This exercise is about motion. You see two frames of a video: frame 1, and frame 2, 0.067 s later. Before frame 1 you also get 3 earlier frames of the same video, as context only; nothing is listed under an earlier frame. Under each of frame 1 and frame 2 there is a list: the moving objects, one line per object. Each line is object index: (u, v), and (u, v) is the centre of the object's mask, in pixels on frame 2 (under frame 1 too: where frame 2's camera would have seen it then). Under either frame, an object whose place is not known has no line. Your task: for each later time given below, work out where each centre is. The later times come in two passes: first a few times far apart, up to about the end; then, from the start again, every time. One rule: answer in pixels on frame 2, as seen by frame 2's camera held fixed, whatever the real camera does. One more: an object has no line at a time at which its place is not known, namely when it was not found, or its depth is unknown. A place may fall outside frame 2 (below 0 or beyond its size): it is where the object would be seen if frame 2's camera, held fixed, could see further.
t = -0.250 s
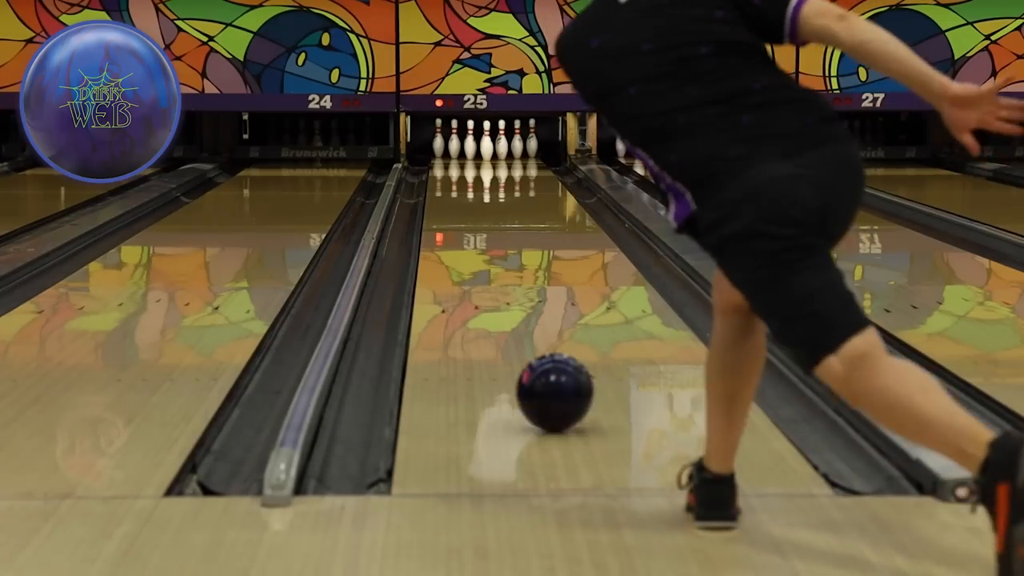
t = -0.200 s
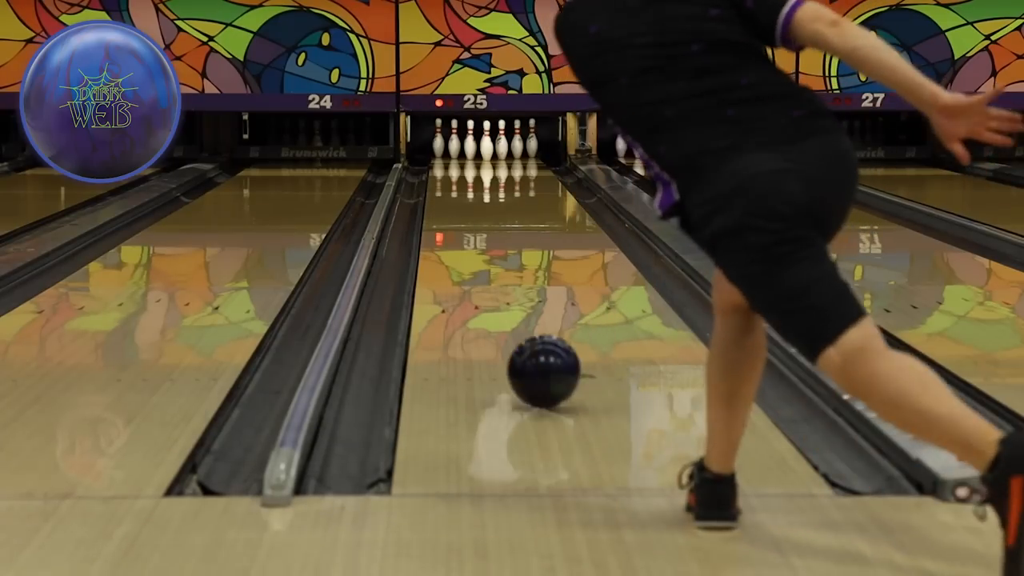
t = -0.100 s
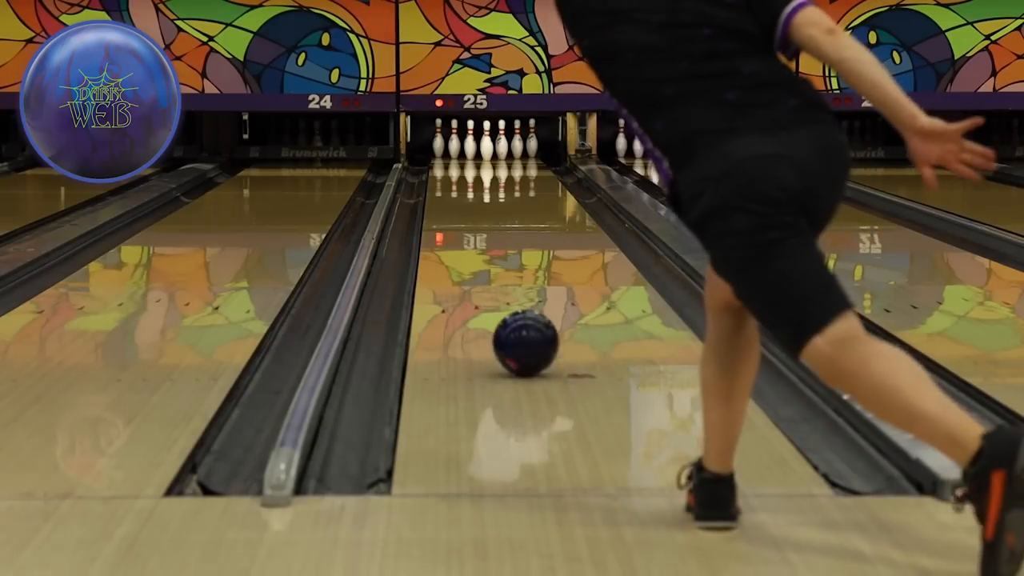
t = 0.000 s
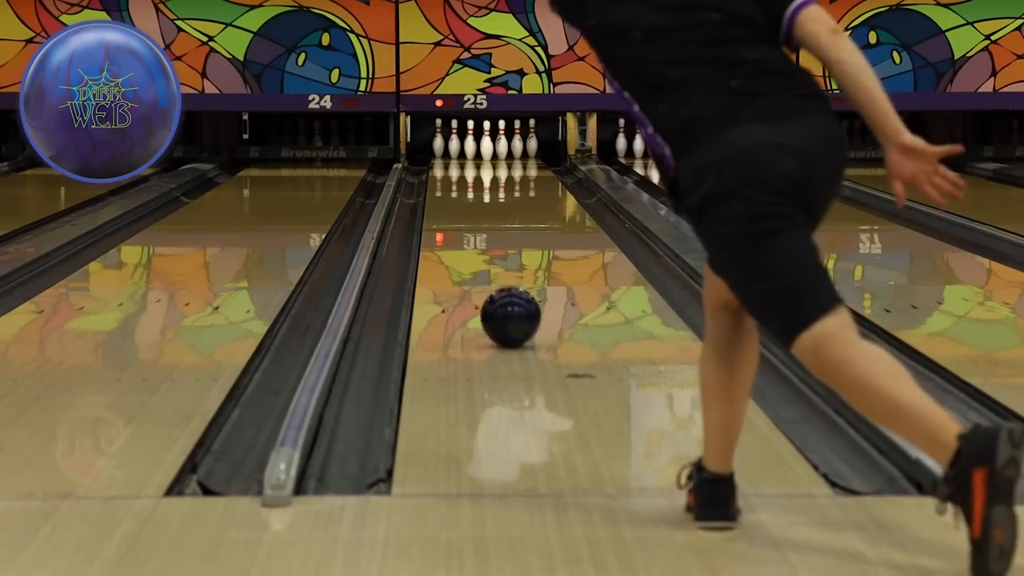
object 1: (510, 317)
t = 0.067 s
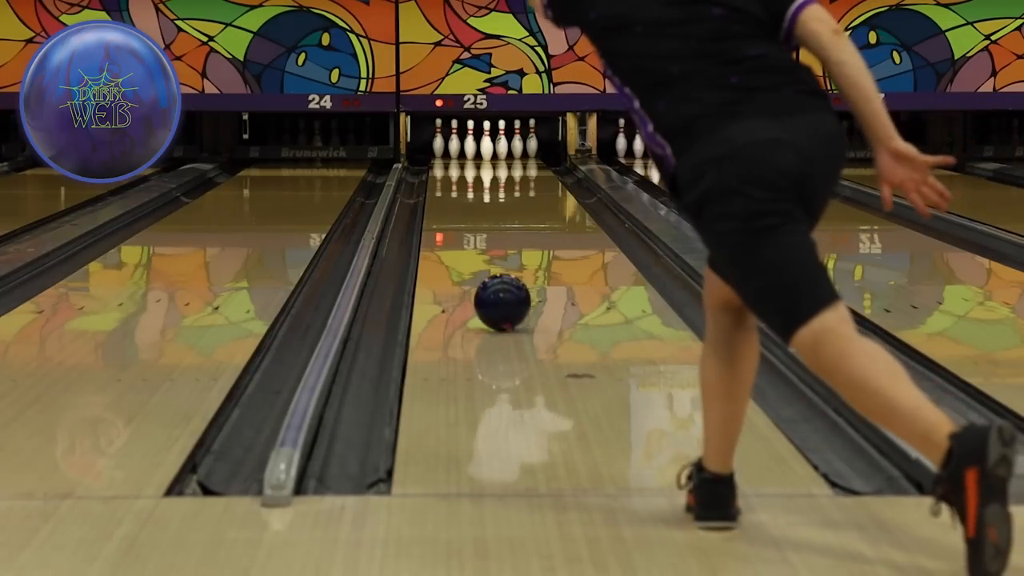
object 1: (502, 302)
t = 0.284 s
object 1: (481, 264)
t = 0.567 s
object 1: (463, 228)
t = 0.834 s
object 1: (452, 204)
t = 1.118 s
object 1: (444, 185)
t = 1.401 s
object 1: (443, 172)
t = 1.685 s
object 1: (453, 160)
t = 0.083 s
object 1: (500, 299)
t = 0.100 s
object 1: (498, 295)
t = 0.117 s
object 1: (496, 292)
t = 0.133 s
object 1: (494, 289)
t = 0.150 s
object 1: (493, 286)
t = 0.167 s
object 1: (491, 283)
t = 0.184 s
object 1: (490, 280)
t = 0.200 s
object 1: (488, 277)
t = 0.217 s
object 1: (487, 274)
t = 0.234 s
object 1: (485, 271)
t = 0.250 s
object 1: (484, 269)
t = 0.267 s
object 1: (483, 266)
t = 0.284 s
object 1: (481, 264)
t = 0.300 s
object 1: (480, 261)
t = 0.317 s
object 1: (479, 259)
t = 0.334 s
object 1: (477, 256)
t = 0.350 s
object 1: (476, 254)
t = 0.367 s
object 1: (475, 252)
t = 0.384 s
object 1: (474, 250)
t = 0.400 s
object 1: (473, 247)
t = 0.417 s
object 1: (472, 245)
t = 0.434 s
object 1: (471, 243)
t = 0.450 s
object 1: (470, 241)
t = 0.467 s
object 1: (469, 239)
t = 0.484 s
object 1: (468, 237)
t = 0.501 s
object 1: (467, 235)
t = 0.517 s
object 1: (466, 233)
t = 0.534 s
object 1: (465, 231)
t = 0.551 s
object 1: (464, 230)
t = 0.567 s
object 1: (463, 228)
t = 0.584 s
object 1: (462, 226)
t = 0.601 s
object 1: (461, 225)
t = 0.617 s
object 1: (461, 223)
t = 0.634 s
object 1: (460, 221)
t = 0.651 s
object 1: (459, 220)
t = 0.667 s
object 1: (458, 218)
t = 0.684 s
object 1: (458, 217)
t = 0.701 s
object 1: (457, 215)
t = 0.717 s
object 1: (456, 213)
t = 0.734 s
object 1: (456, 212)
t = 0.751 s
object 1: (455, 211)
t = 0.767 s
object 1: (454, 210)
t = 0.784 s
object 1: (454, 208)
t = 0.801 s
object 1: (453, 207)
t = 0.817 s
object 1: (453, 206)
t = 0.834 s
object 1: (452, 204)
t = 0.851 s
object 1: (452, 203)
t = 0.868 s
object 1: (451, 202)
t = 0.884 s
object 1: (450, 201)
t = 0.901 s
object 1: (450, 200)
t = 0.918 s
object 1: (449, 198)
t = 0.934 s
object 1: (449, 197)
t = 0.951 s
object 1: (448, 196)
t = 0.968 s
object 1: (448, 195)
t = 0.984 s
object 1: (447, 194)
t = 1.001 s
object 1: (447, 193)
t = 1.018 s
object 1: (447, 192)
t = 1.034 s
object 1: (446, 191)
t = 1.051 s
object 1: (446, 190)
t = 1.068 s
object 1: (445, 189)
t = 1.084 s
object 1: (445, 187)
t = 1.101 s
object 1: (445, 186)
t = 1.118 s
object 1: (444, 185)
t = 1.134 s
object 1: (444, 185)
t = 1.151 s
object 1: (444, 184)
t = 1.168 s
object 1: (444, 183)
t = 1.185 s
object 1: (443, 182)
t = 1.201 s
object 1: (443, 181)
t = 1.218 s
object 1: (443, 180)
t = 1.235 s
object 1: (443, 179)
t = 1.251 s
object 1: (443, 178)
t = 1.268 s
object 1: (443, 177)
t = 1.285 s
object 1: (443, 177)
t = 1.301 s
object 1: (442, 176)
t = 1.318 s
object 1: (443, 175)
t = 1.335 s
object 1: (443, 174)
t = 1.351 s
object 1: (443, 174)
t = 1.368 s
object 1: (443, 173)
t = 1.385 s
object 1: (443, 172)
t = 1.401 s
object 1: (443, 172)
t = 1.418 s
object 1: (444, 171)
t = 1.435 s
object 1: (444, 170)
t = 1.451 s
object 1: (444, 169)
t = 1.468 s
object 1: (445, 168)
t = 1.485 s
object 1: (445, 168)
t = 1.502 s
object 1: (446, 167)
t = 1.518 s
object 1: (446, 166)
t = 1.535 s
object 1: (446, 166)
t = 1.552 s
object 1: (447, 165)
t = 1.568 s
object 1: (448, 164)
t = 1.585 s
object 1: (448, 163)
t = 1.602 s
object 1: (448, 163)
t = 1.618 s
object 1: (449, 162)
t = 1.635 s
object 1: (450, 161)
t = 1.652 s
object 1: (451, 161)
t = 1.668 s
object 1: (451, 160)
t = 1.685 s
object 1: (453, 160)
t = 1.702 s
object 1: (454, 159)
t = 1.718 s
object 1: (454, 159)
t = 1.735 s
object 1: (455, 158)
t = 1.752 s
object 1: (456, 158)
